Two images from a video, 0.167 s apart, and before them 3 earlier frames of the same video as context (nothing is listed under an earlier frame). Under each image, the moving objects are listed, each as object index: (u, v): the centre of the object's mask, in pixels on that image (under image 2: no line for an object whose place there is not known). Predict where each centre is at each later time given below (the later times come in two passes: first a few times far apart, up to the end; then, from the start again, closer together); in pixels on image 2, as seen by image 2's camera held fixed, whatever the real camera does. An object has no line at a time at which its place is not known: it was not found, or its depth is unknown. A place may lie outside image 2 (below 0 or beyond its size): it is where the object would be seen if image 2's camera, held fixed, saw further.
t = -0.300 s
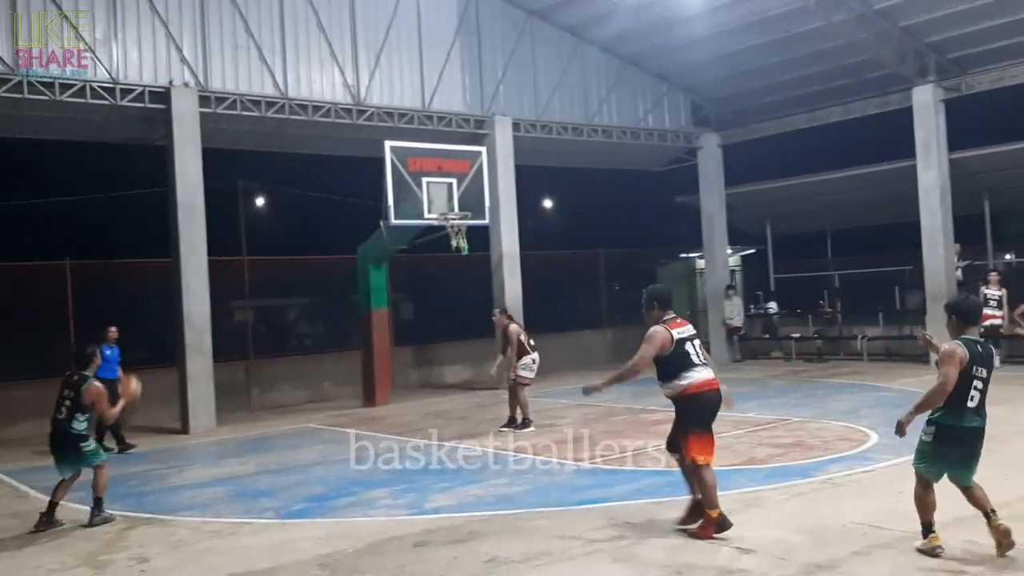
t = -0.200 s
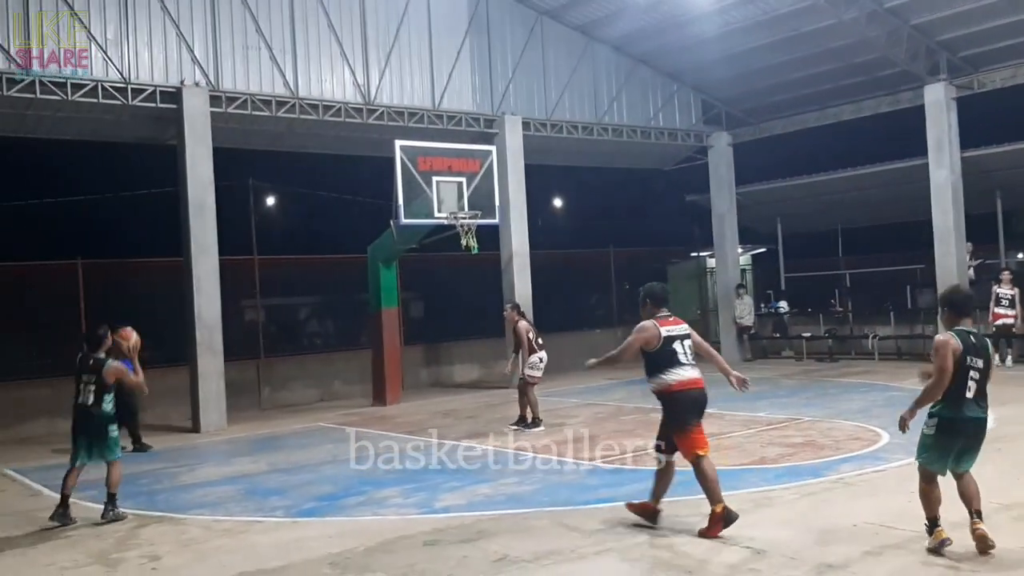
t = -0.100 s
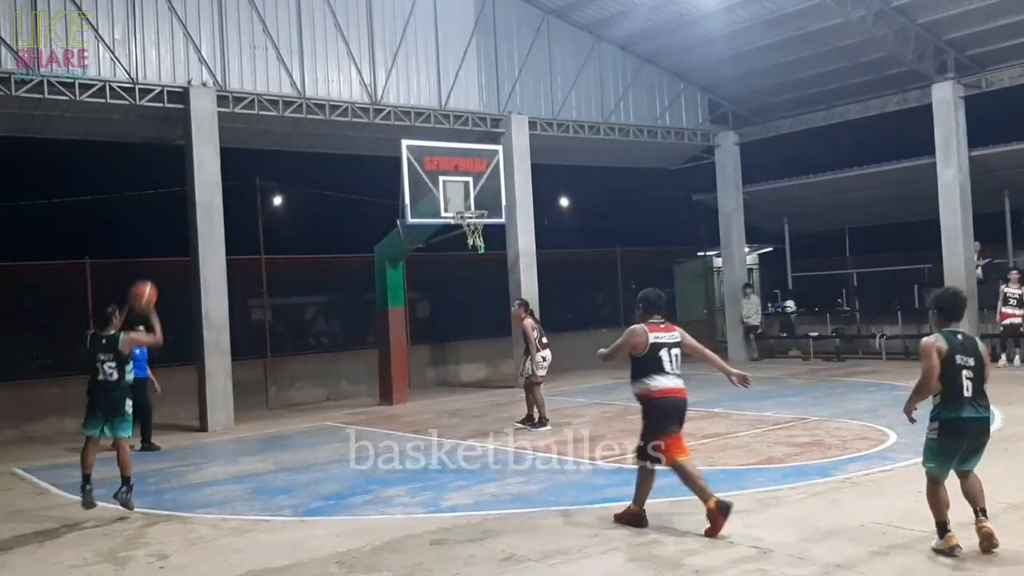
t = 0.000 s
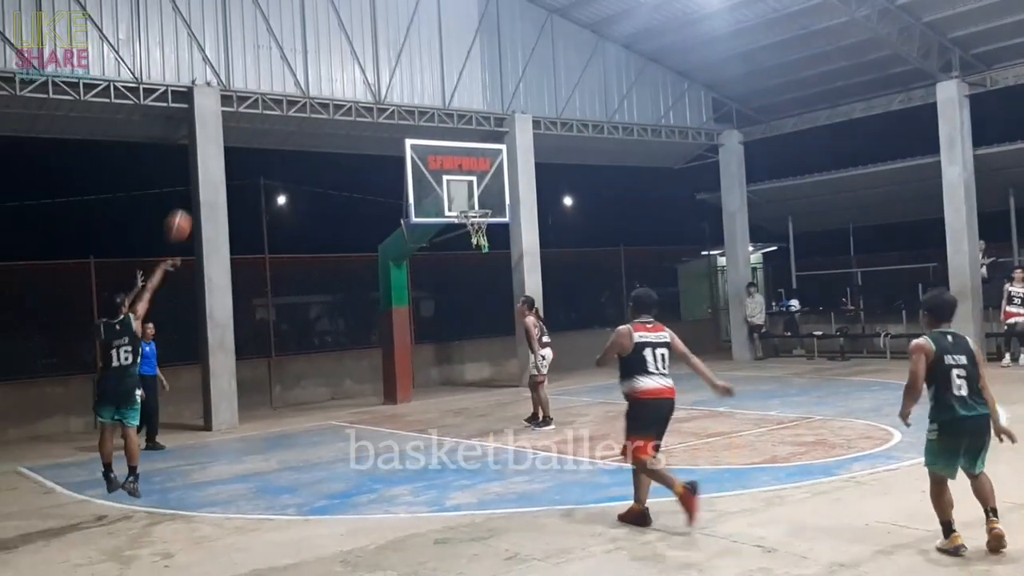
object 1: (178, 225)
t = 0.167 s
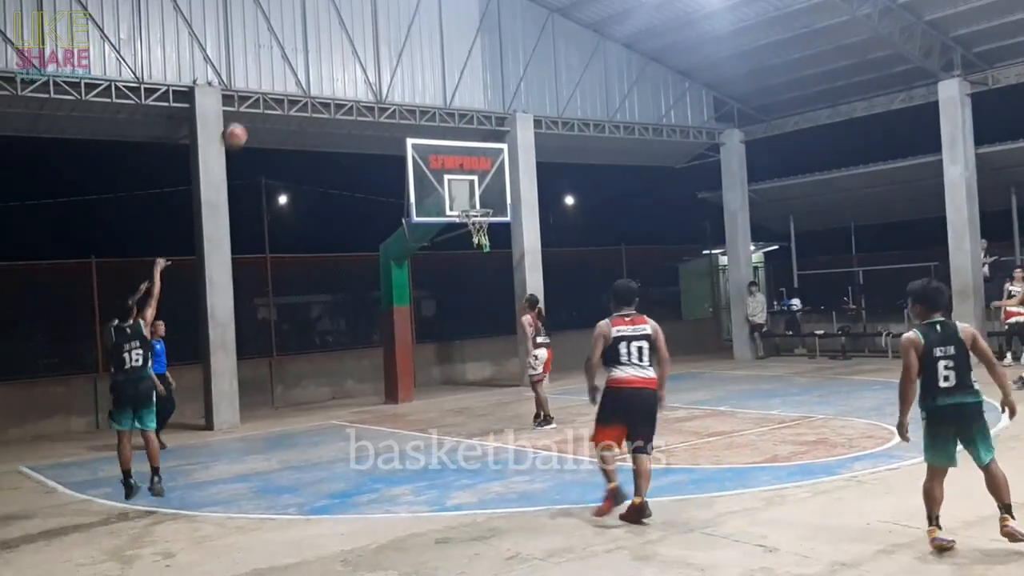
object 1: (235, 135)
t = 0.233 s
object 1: (256, 111)
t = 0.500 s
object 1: (323, 64)
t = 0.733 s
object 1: (376, 75)
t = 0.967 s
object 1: (422, 122)
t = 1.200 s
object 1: (462, 198)
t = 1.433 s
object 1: (518, 177)
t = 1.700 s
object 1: (585, 182)
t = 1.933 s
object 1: (644, 223)
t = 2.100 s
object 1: (685, 272)
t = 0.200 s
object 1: (246, 122)
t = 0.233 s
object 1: (256, 111)
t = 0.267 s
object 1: (265, 101)
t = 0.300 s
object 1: (272, 92)
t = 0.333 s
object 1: (282, 86)
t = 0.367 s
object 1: (291, 79)
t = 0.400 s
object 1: (299, 74)
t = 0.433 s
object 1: (307, 70)
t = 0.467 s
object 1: (316, 67)
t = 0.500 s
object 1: (323, 64)
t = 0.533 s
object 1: (332, 64)
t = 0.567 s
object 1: (339, 64)
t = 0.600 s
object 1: (347, 65)
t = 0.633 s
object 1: (355, 66)
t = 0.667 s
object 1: (361, 69)
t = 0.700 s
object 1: (369, 71)
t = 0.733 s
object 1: (376, 75)
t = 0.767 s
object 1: (382, 82)
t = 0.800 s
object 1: (389, 86)
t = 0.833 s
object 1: (396, 93)
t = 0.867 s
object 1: (403, 98)
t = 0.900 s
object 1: (410, 105)
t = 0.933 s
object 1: (416, 114)
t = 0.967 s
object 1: (422, 122)
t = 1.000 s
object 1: (429, 131)
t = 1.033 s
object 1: (433, 140)
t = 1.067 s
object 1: (441, 151)
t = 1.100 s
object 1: (446, 161)
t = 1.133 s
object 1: (451, 174)
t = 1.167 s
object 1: (457, 185)
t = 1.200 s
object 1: (462, 198)
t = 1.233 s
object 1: (469, 202)
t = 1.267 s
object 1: (478, 196)
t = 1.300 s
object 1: (486, 190)
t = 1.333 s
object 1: (495, 185)
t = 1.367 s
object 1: (502, 182)
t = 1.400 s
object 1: (511, 178)
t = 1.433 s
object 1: (518, 177)
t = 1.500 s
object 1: (536, 174)
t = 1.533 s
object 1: (544, 173)
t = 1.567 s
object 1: (552, 174)
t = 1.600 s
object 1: (560, 174)
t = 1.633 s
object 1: (569, 176)
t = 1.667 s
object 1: (577, 179)
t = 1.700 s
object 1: (585, 182)
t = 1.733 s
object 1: (594, 185)
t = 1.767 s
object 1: (602, 190)
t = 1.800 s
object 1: (610, 195)
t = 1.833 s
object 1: (619, 201)
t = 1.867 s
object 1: (627, 208)
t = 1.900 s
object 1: (636, 215)
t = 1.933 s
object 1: (644, 223)
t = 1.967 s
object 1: (652, 231)
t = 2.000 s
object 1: (660, 240)
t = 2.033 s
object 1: (669, 250)
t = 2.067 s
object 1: (677, 261)
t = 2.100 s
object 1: (685, 272)
